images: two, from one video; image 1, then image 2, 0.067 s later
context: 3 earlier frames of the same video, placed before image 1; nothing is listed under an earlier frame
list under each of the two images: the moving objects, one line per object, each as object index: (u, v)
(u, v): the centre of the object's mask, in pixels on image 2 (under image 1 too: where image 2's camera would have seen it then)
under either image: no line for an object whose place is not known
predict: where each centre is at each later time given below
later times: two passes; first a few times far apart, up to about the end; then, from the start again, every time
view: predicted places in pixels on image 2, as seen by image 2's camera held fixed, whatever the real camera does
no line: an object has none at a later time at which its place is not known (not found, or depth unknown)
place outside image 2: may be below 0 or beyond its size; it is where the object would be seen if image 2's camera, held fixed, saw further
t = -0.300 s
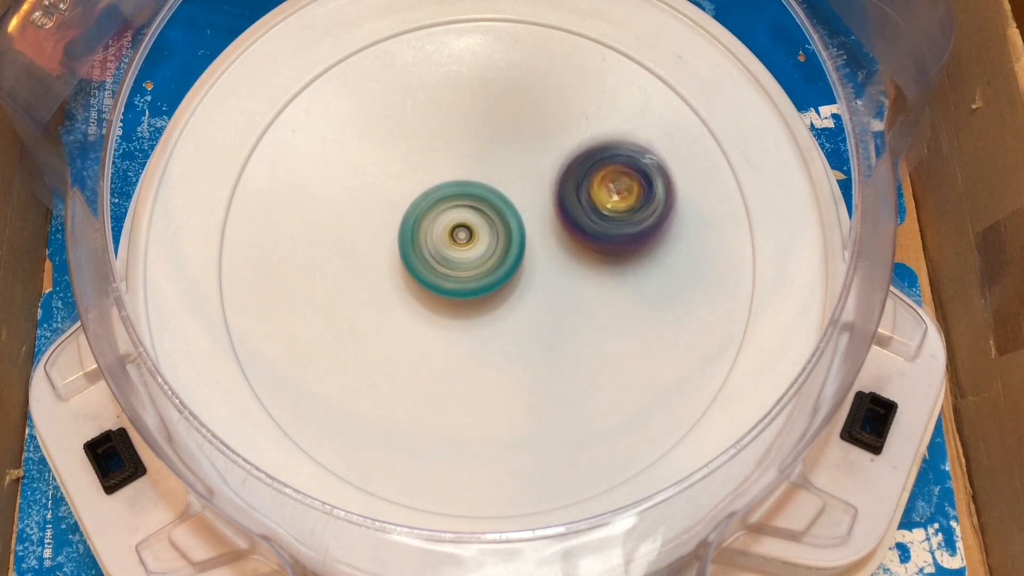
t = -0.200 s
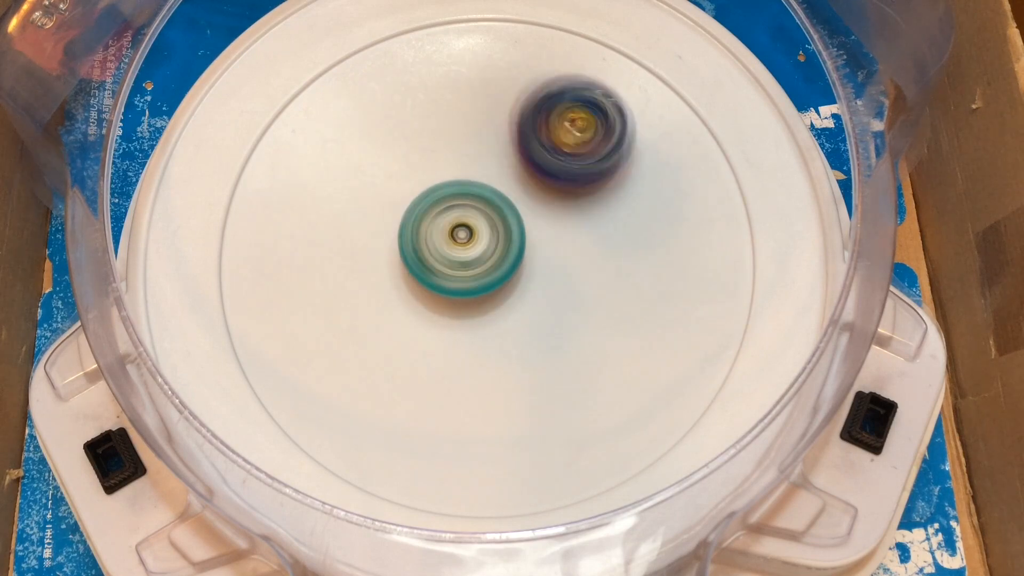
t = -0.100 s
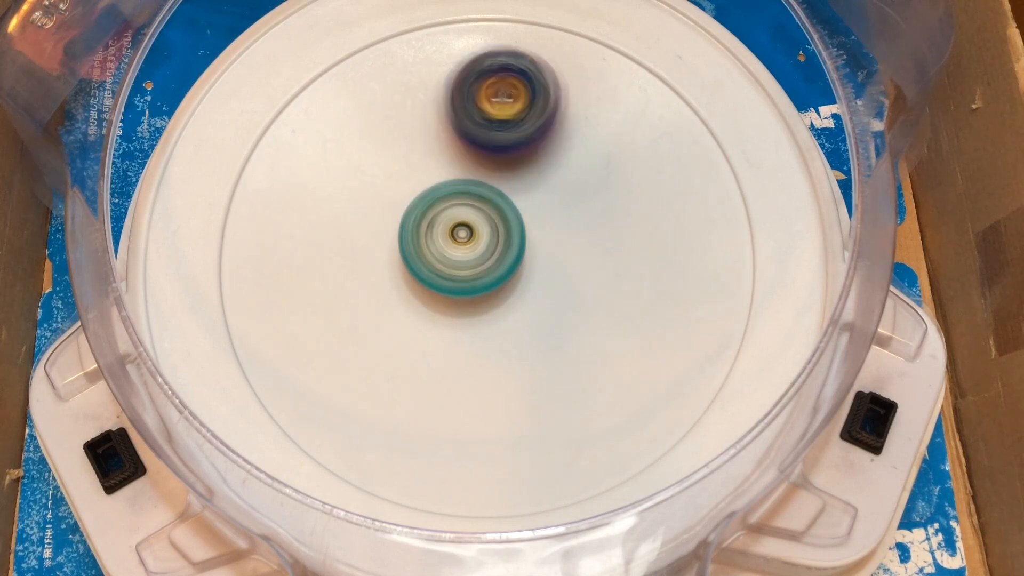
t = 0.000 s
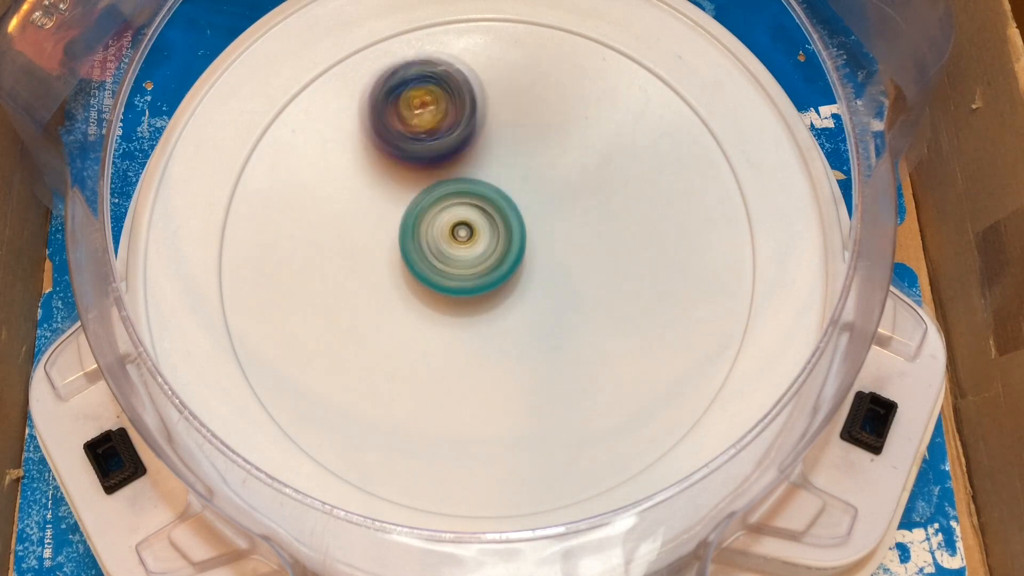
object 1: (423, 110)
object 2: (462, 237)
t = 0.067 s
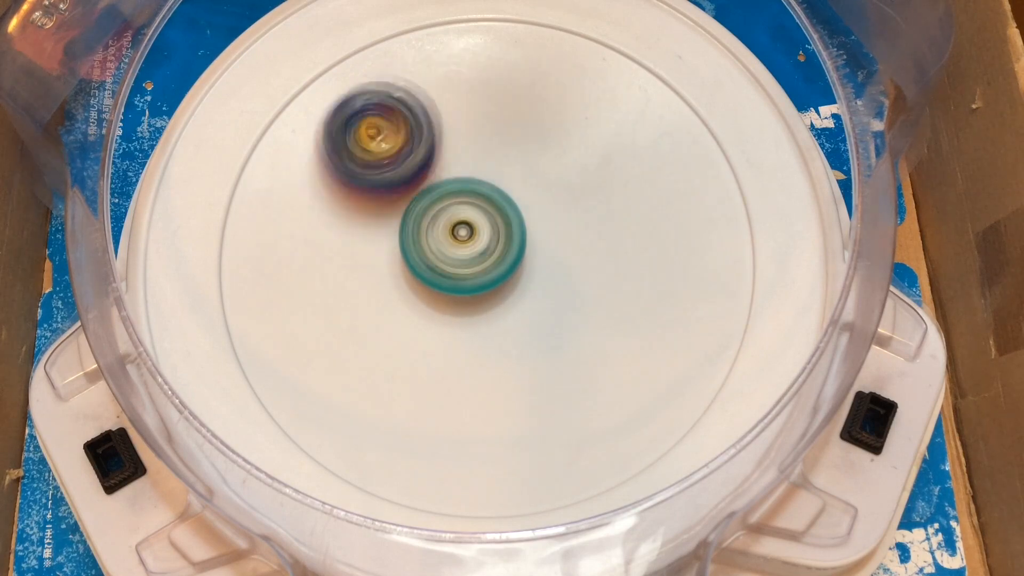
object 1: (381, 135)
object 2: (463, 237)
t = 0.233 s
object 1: (327, 252)
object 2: (471, 240)
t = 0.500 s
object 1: (488, 371)
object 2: (470, 234)
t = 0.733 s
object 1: (613, 256)
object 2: (469, 229)
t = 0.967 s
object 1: (539, 115)
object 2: (467, 231)
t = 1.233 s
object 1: (354, 154)
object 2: (469, 243)
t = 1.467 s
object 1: (341, 306)
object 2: (470, 257)
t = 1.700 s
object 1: (443, 420)
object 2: (536, 226)
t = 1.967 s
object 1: (557, 335)
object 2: (514, 168)
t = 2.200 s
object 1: (496, 291)
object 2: (485, 104)
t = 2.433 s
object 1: (476, 390)
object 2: (476, 120)
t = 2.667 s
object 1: (488, 323)
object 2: (470, 189)
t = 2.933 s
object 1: (362, 372)
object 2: (535, 98)
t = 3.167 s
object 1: (347, 304)
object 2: (510, 167)
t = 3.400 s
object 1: (344, 271)
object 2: (548, 185)
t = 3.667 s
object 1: (432, 253)
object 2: (550, 206)
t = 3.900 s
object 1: (363, 256)
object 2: (610, 209)
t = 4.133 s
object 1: (404, 248)
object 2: (529, 223)
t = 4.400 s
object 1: (355, 193)
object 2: (540, 288)
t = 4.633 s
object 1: (376, 199)
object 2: (477, 276)
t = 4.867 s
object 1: (420, 148)
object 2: (468, 276)
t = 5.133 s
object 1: (434, 146)
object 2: (474, 288)
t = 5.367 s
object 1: (459, 154)
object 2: (479, 271)
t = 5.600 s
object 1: (497, 169)
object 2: (477, 284)
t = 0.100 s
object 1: (363, 156)
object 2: (463, 236)
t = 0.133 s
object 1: (348, 176)
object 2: (466, 238)
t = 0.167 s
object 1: (335, 200)
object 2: (468, 239)
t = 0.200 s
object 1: (329, 226)
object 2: (470, 240)
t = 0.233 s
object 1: (327, 252)
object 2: (471, 240)
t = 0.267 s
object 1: (332, 280)
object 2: (471, 240)
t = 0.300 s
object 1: (341, 303)
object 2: (471, 240)
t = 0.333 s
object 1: (355, 325)
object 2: (471, 240)
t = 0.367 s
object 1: (375, 346)
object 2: (471, 239)
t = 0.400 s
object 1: (399, 361)
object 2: (471, 238)
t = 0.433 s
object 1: (426, 371)
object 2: (471, 237)
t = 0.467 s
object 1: (457, 373)
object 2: (470, 235)
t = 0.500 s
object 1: (488, 371)
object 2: (470, 234)
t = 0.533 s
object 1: (514, 365)
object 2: (470, 233)
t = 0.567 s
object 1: (540, 354)
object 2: (470, 232)
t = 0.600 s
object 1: (563, 340)
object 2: (470, 232)
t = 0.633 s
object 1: (583, 323)
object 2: (469, 231)
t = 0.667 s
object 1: (598, 302)
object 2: (470, 230)
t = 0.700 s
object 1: (607, 279)
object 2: (470, 230)
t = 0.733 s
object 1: (613, 256)
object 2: (469, 229)
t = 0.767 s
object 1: (613, 235)
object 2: (469, 229)
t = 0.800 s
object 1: (611, 209)
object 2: (469, 229)
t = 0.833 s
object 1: (604, 185)
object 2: (469, 229)
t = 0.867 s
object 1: (592, 162)
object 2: (468, 230)
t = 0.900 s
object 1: (578, 143)
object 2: (468, 230)
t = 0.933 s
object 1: (561, 127)
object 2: (468, 231)
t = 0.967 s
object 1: (539, 115)
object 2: (467, 231)
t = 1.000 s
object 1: (516, 108)
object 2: (466, 232)
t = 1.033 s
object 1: (490, 104)
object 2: (466, 233)
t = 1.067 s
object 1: (466, 104)
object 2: (465, 233)
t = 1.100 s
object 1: (440, 109)
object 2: (465, 234)
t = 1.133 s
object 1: (418, 117)
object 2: (464, 234)
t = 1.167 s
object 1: (394, 131)
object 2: (464, 235)
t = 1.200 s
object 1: (374, 142)
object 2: (466, 239)
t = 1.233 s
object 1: (354, 154)
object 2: (469, 243)
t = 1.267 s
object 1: (337, 170)
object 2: (471, 247)
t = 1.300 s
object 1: (323, 191)
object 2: (471, 250)
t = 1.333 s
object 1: (314, 214)
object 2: (471, 252)
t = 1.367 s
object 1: (311, 239)
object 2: (471, 254)
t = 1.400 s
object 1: (315, 263)
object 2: (471, 255)
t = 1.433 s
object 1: (326, 286)
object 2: (470, 256)
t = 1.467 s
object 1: (341, 306)
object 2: (470, 257)
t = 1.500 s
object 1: (361, 325)
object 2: (470, 256)
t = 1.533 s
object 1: (362, 348)
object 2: (484, 250)
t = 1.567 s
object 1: (366, 371)
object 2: (502, 242)
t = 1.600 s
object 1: (378, 390)
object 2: (515, 235)
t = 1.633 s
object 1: (398, 405)
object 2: (525, 231)
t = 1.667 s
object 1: (418, 415)
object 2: (532, 228)
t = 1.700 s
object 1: (443, 420)
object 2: (536, 226)
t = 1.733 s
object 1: (471, 416)
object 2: (537, 225)
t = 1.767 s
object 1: (495, 405)
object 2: (536, 224)
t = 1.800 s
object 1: (514, 389)
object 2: (534, 225)
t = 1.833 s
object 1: (531, 371)
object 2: (531, 225)
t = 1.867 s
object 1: (544, 345)
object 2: (527, 226)
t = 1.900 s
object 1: (549, 344)
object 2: (524, 213)
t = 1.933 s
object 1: (554, 345)
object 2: (518, 187)
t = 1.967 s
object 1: (557, 335)
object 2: (514, 168)
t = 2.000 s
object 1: (558, 319)
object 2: (508, 153)
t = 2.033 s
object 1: (555, 303)
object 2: (504, 143)
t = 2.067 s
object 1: (548, 284)
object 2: (500, 139)
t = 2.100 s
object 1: (535, 267)
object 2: (497, 139)
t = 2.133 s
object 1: (521, 255)
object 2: (494, 140)
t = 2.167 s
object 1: (509, 273)
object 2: (489, 122)
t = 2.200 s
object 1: (496, 291)
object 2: (485, 104)
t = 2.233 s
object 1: (487, 306)
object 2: (482, 93)
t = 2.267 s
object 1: (480, 324)
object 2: (480, 90)
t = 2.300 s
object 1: (473, 341)
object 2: (479, 91)
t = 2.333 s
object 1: (470, 356)
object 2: (478, 96)
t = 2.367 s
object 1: (468, 368)
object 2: (477, 103)
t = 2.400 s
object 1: (470, 382)
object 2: (477, 111)
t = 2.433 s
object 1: (476, 390)
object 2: (476, 120)
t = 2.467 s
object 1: (481, 390)
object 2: (475, 130)
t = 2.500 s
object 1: (487, 388)
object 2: (474, 141)
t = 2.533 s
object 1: (490, 380)
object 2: (473, 151)
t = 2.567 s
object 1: (491, 371)
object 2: (473, 161)
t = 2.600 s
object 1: (494, 357)
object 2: (472, 171)
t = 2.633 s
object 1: (491, 340)
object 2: (471, 180)
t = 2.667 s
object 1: (488, 323)
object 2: (470, 189)
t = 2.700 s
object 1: (477, 312)
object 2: (471, 194)
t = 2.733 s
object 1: (444, 339)
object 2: (486, 165)
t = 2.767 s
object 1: (417, 354)
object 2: (502, 138)
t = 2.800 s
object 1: (398, 369)
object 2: (514, 117)
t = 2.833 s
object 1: (383, 373)
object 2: (524, 102)
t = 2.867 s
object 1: (378, 375)
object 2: (530, 95)
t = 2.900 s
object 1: (369, 375)
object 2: (534, 94)
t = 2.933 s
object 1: (362, 372)
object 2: (535, 98)
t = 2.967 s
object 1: (354, 368)
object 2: (534, 106)
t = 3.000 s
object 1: (345, 360)
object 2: (531, 114)
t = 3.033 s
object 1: (343, 350)
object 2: (528, 125)
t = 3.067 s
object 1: (339, 340)
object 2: (524, 135)
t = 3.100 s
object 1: (340, 326)
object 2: (519, 146)
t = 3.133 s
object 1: (342, 316)
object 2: (515, 157)
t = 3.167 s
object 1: (347, 304)
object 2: (510, 167)
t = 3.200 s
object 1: (354, 293)
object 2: (506, 176)
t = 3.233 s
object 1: (361, 283)
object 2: (500, 184)
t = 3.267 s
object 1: (372, 274)
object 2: (496, 192)
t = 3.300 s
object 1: (383, 267)
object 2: (492, 198)
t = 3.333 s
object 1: (367, 266)
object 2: (508, 196)
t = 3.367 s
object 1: (353, 270)
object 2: (531, 190)
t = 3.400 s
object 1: (344, 271)
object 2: (548, 185)
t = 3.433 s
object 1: (347, 271)
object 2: (560, 184)
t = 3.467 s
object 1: (358, 273)
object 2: (567, 184)
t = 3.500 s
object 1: (368, 270)
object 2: (570, 188)
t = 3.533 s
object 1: (383, 266)
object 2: (569, 191)
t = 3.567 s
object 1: (396, 263)
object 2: (565, 195)
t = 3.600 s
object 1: (409, 260)
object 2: (561, 200)
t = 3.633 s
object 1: (422, 257)
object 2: (555, 203)
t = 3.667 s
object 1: (432, 253)
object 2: (550, 206)
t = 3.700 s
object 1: (411, 252)
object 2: (569, 206)
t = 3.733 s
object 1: (393, 252)
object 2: (594, 204)
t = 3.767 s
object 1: (381, 253)
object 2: (610, 202)
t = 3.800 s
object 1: (374, 255)
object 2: (619, 203)
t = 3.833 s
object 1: (372, 254)
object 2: (620, 205)
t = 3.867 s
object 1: (366, 257)
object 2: (617, 208)
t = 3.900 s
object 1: (363, 256)
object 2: (610, 209)
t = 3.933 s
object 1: (364, 256)
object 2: (600, 210)
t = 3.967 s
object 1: (365, 255)
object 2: (589, 211)
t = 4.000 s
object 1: (370, 254)
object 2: (577, 213)
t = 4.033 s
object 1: (376, 253)
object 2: (564, 214)
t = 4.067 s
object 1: (383, 252)
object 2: (551, 215)
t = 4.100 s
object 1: (391, 250)
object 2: (540, 218)
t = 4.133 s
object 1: (404, 248)
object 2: (529, 223)
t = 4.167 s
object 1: (404, 248)
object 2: (531, 228)
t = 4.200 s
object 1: (402, 247)
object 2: (532, 233)
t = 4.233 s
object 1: (405, 243)
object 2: (529, 238)
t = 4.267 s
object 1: (408, 221)
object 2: (533, 246)
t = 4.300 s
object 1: (382, 218)
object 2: (542, 260)
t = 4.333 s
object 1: (370, 208)
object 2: (546, 274)
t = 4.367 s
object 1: (361, 196)
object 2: (545, 283)
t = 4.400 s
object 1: (355, 193)
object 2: (540, 288)
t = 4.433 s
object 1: (353, 194)
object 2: (533, 290)
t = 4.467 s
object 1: (354, 192)
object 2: (525, 291)
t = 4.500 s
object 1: (356, 193)
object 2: (516, 290)
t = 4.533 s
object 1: (361, 195)
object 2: (506, 289)
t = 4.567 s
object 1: (365, 199)
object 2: (496, 286)
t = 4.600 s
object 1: (370, 200)
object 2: (486, 281)
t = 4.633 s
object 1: (376, 199)
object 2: (477, 276)
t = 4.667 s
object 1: (383, 191)
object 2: (471, 274)
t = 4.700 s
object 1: (393, 173)
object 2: (469, 280)
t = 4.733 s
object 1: (401, 159)
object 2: (466, 282)
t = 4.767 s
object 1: (406, 148)
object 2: (466, 282)
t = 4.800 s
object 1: (407, 146)
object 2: (466, 280)
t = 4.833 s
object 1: (410, 149)
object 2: (467, 279)
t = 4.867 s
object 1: (420, 148)
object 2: (468, 276)
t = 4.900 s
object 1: (425, 153)
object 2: (469, 273)
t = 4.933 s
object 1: (427, 151)
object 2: (470, 278)
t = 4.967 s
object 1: (425, 152)
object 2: (473, 284)
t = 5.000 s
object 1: (425, 145)
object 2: (473, 289)
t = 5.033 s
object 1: (426, 146)
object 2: (474, 288)
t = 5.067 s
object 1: (429, 146)
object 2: (475, 289)
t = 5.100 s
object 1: (432, 146)
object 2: (474, 289)
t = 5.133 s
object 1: (434, 146)
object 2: (474, 288)
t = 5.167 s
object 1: (437, 146)
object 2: (474, 287)
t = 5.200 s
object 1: (441, 146)
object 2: (470, 285)
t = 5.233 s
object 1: (446, 146)
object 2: (469, 281)
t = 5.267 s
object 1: (449, 148)
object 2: (471, 277)
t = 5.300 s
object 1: (453, 150)
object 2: (473, 274)
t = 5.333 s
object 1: (455, 152)
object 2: (476, 272)
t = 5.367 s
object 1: (459, 154)
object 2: (479, 271)
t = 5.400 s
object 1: (465, 159)
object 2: (482, 272)
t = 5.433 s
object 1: (469, 157)
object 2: (483, 276)
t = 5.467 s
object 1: (473, 158)
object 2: (482, 278)
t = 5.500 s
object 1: (478, 162)
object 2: (481, 277)
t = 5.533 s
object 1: (486, 163)
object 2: (481, 279)
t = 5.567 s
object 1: (494, 166)
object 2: (480, 282)
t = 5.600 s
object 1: (497, 169)
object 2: (477, 284)
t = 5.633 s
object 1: (500, 170)
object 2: (470, 291)
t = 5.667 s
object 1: (508, 166)
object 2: (464, 295)
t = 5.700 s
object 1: (506, 177)
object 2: (459, 296)
